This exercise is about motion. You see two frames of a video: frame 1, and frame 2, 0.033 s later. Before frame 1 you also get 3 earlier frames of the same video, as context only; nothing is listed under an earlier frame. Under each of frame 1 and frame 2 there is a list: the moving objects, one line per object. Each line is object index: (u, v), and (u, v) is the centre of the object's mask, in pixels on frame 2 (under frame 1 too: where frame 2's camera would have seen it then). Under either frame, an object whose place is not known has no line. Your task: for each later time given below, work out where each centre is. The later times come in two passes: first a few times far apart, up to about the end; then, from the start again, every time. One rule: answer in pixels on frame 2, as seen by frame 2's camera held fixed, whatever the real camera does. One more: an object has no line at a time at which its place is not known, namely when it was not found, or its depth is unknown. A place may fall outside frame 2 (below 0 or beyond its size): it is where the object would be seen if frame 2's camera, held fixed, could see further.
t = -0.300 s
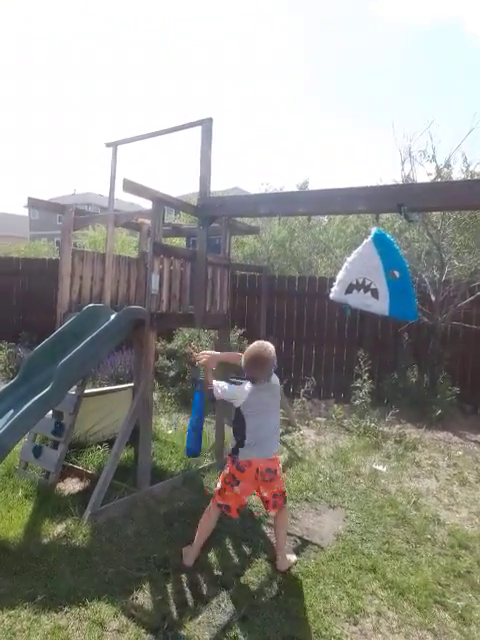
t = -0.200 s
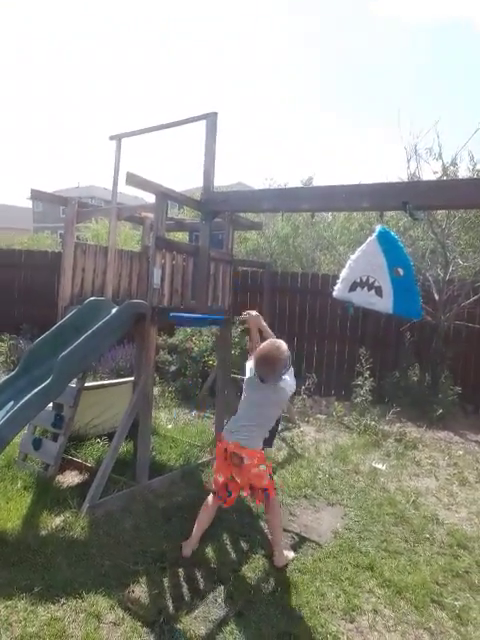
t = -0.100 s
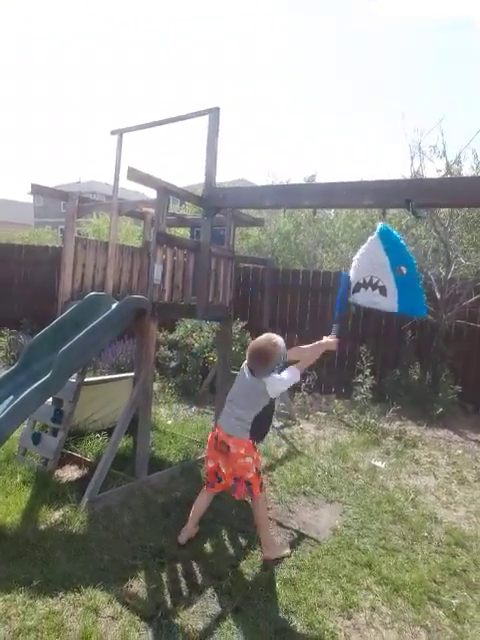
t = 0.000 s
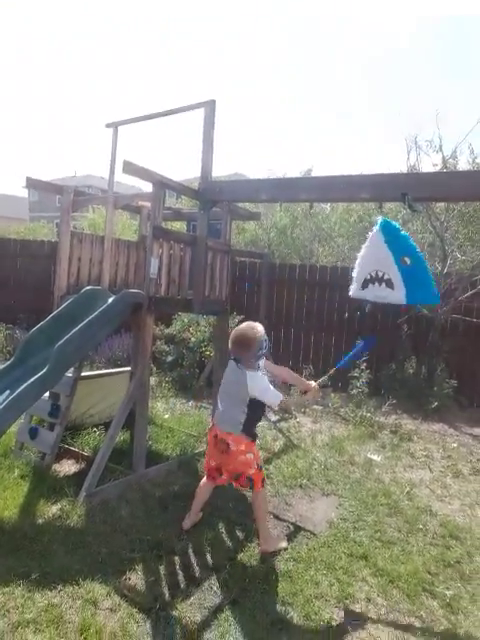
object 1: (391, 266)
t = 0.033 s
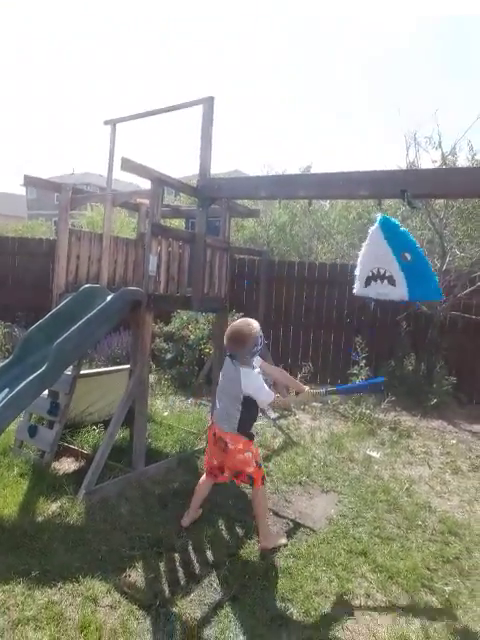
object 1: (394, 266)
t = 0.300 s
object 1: (403, 264)
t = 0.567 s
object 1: (381, 266)
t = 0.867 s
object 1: (354, 261)
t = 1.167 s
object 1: (361, 264)
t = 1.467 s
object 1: (388, 265)
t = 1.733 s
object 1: (394, 265)
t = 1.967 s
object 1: (376, 266)
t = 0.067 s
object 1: (398, 266)
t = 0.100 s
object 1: (402, 265)
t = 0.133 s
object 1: (404, 264)
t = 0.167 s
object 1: (404, 264)
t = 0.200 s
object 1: (404, 264)
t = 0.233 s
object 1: (404, 264)
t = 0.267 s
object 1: (404, 263)
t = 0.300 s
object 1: (403, 264)
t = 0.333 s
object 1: (402, 264)
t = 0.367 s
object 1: (401, 264)
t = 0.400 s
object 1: (398, 265)
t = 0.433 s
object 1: (394, 267)
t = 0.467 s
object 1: (391, 265)
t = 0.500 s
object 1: (388, 265)
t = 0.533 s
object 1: (384, 266)
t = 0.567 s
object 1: (381, 266)
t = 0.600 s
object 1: (377, 266)
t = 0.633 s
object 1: (372, 266)
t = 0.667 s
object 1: (368, 265)
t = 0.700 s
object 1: (365, 264)
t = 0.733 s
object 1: (362, 264)
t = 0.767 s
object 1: (360, 263)
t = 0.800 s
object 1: (357, 262)
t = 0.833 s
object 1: (356, 261)
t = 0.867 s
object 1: (354, 261)
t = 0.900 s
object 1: (353, 262)
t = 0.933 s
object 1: (352, 261)
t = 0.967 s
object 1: (353, 260)
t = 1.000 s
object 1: (353, 260)
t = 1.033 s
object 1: (354, 261)
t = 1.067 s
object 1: (355, 261)
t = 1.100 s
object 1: (358, 262)
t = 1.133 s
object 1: (359, 262)
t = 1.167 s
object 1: (361, 264)
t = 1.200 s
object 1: (365, 265)
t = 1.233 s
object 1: (367, 265)
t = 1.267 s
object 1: (370, 265)
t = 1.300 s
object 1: (373, 266)
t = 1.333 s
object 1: (377, 266)
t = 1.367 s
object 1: (380, 266)
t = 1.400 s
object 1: (383, 266)
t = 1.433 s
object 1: (386, 266)
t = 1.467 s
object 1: (388, 265)
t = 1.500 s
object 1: (390, 265)
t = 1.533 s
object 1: (392, 265)
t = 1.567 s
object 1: (393, 265)
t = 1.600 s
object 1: (394, 265)
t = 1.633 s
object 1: (395, 265)
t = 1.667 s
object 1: (395, 265)
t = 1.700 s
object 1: (394, 264)
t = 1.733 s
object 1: (394, 265)
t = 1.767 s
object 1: (392, 265)
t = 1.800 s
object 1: (390, 265)
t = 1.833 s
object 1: (388, 266)
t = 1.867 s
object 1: (385, 267)
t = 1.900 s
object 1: (382, 267)
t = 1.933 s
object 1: (379, 267)
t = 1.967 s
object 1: (376, 266)
